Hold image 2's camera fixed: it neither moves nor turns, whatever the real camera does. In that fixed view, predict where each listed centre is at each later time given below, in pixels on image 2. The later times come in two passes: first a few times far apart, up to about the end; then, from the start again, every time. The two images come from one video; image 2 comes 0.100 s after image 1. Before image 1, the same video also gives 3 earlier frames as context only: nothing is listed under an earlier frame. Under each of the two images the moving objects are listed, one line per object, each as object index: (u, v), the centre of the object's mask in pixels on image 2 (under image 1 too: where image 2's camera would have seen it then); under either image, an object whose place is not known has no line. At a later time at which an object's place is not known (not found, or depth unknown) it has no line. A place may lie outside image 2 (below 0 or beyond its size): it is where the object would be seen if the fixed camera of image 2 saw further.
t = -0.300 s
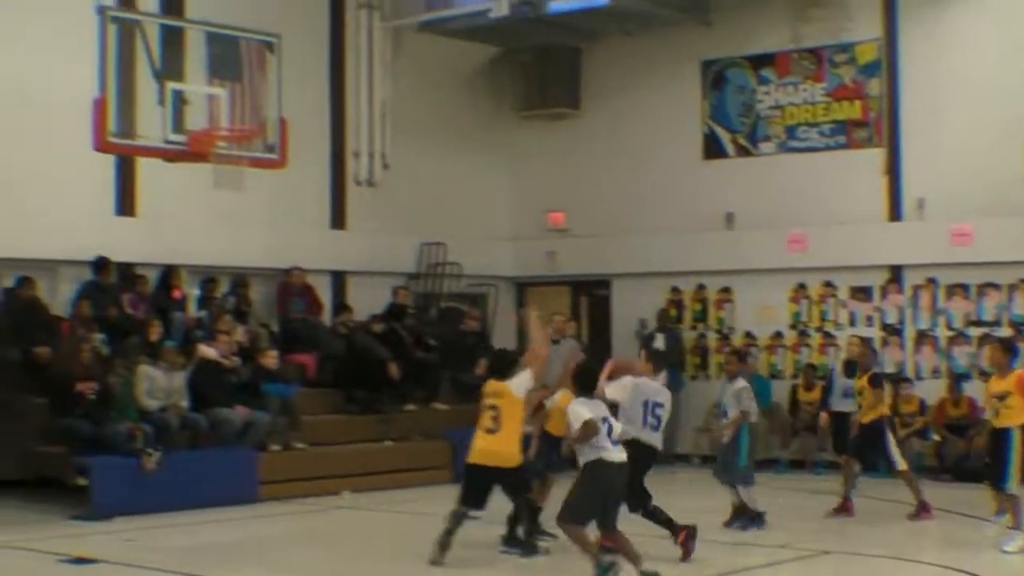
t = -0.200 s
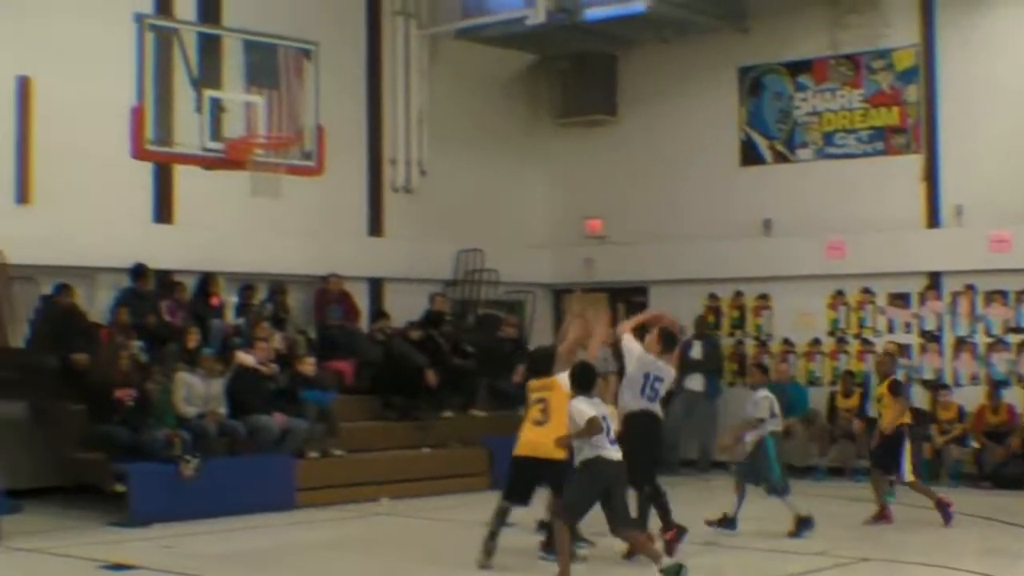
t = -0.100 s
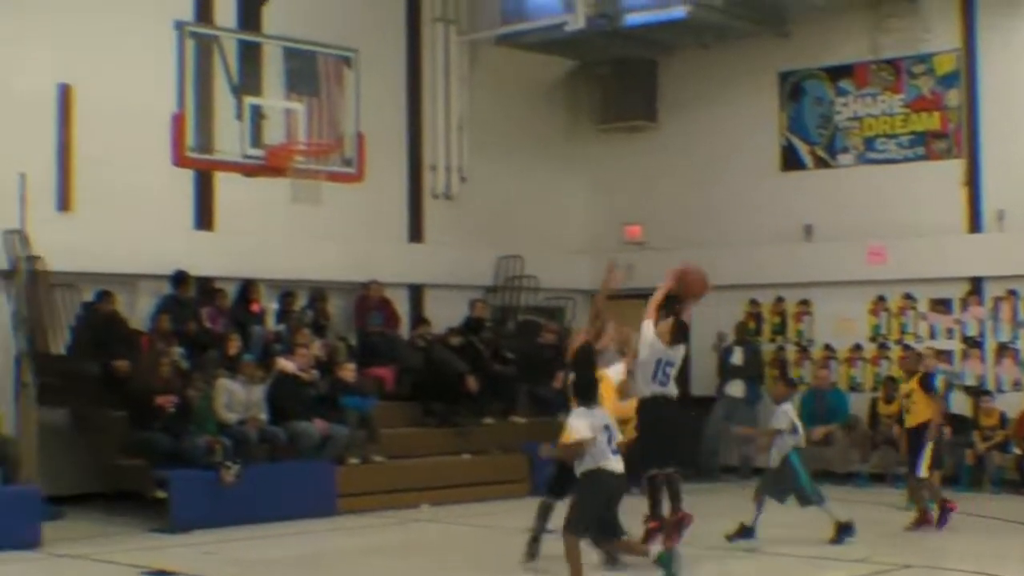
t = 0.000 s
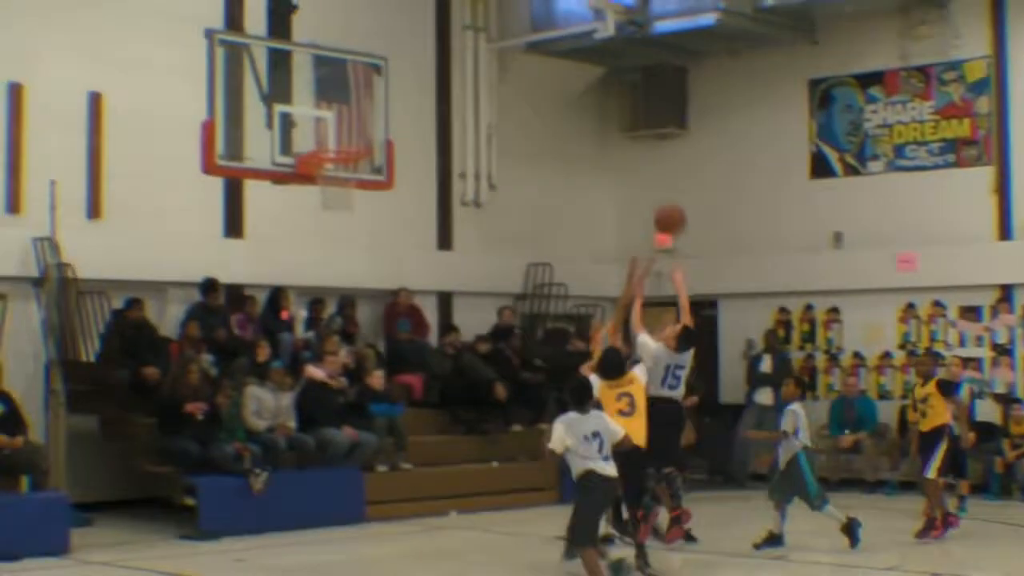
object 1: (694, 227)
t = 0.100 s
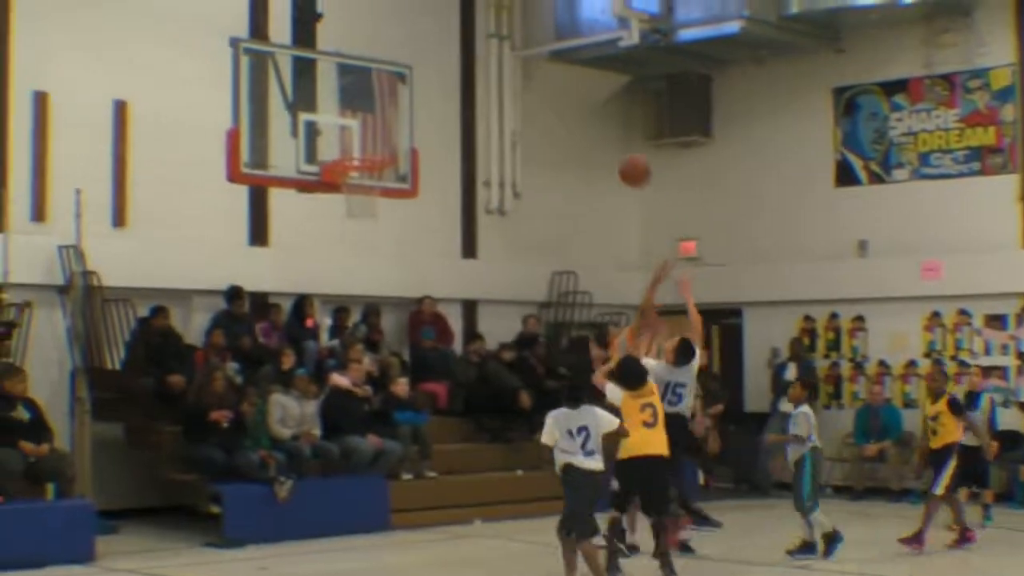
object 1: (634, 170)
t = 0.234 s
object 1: (559, 120)
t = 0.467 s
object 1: (435, 87)
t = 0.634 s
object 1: (352, 107)
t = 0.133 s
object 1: (616, 156)
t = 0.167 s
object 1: (596, 142)
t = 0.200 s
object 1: (578, 130)
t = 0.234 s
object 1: (559, 120)
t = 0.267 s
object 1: (540, 111)
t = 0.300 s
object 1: (522, 103)
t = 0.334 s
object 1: (504, 96)
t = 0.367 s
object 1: (487, 91)
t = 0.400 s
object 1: (469, 89)
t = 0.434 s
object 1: (452, 87)
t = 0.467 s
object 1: (435, 87)
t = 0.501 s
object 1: (418, 89)
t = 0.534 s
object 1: (402, 92)
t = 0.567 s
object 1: (384, 95)
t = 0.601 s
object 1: (368, 100)
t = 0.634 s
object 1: (352, 107)
